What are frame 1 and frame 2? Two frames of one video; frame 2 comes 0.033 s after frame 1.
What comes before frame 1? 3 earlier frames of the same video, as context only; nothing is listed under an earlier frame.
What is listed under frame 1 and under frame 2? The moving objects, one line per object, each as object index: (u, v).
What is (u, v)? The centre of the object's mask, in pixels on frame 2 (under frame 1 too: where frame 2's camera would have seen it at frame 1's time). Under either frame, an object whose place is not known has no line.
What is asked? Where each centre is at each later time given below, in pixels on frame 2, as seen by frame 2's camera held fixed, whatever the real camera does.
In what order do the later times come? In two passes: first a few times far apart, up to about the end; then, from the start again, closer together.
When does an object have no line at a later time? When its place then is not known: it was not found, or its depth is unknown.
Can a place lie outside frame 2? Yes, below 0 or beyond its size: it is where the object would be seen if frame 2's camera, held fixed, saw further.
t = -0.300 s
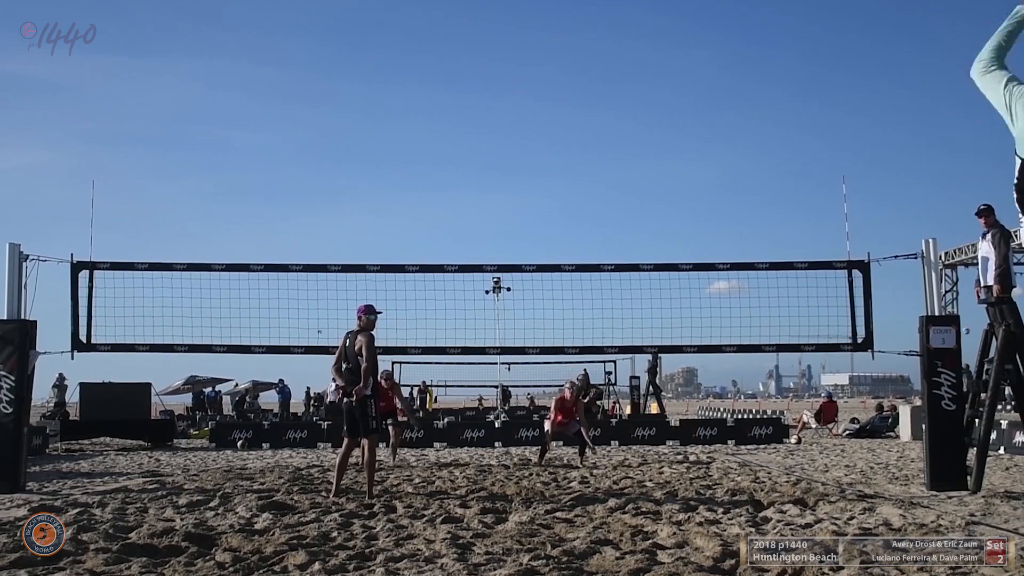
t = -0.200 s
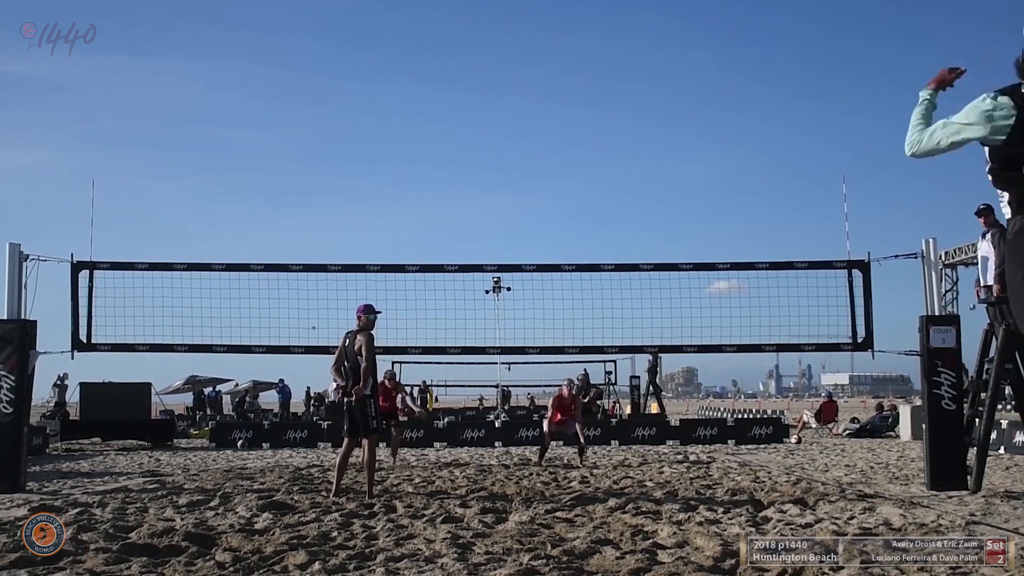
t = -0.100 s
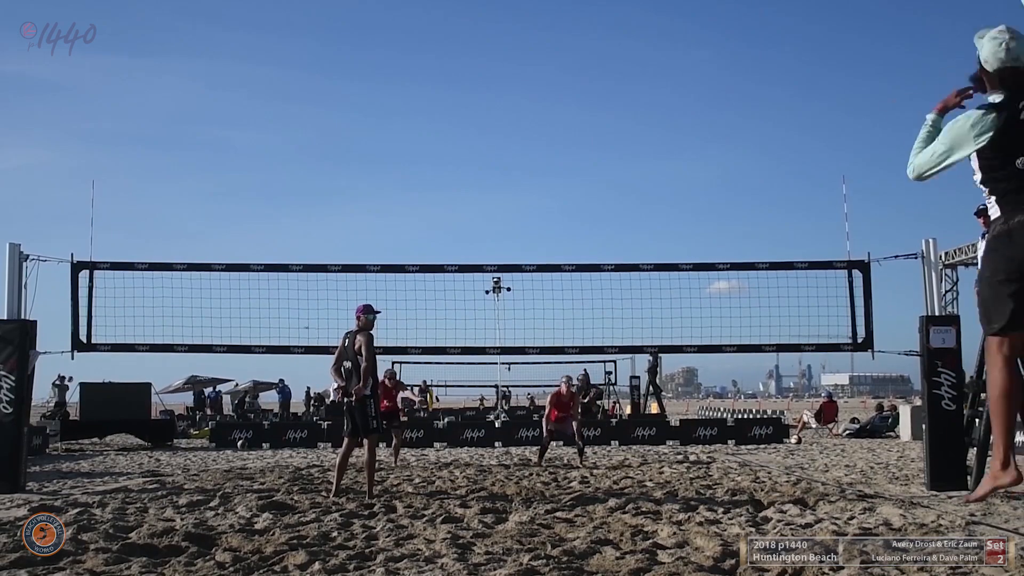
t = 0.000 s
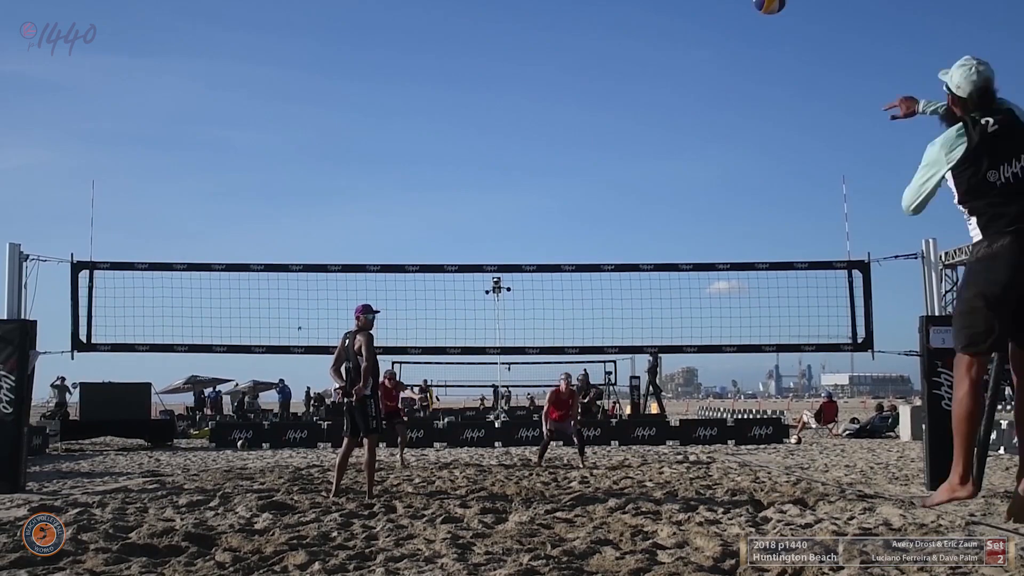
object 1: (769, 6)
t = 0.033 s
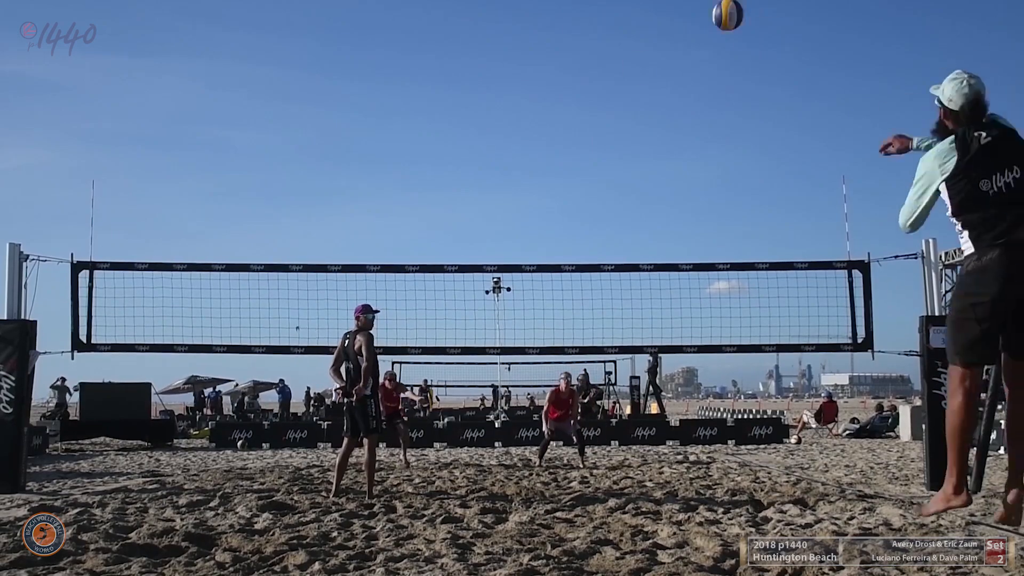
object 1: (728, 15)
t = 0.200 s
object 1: (597, 104)
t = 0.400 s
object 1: (519, 216)
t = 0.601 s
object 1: (480, 330)
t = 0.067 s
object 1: (693, 32)
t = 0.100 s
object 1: (664, 50)
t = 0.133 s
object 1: (638, 68)
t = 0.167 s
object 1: (616, 86)
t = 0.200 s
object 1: (597, 104)
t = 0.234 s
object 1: (580, 123)
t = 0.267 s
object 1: (565, 142)
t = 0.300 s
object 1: (552, 160)
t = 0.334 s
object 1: (539, 179)
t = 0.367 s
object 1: (529, 197)
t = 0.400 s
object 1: (519, 216)
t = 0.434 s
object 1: (511, 234)
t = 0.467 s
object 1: (504, 253)
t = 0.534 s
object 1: (489, 293)
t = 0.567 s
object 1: (485, 310)
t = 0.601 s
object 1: (480, 330)
